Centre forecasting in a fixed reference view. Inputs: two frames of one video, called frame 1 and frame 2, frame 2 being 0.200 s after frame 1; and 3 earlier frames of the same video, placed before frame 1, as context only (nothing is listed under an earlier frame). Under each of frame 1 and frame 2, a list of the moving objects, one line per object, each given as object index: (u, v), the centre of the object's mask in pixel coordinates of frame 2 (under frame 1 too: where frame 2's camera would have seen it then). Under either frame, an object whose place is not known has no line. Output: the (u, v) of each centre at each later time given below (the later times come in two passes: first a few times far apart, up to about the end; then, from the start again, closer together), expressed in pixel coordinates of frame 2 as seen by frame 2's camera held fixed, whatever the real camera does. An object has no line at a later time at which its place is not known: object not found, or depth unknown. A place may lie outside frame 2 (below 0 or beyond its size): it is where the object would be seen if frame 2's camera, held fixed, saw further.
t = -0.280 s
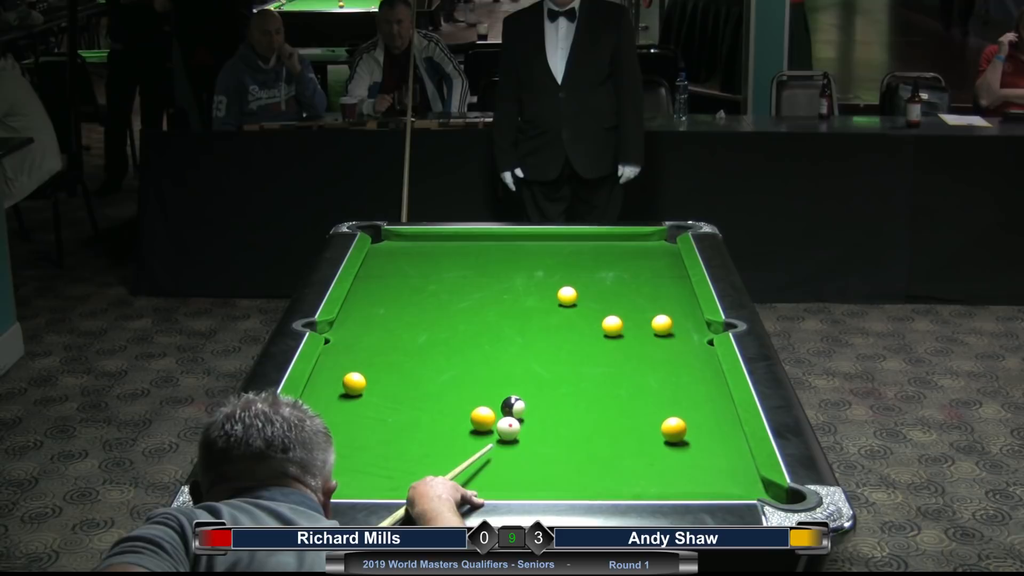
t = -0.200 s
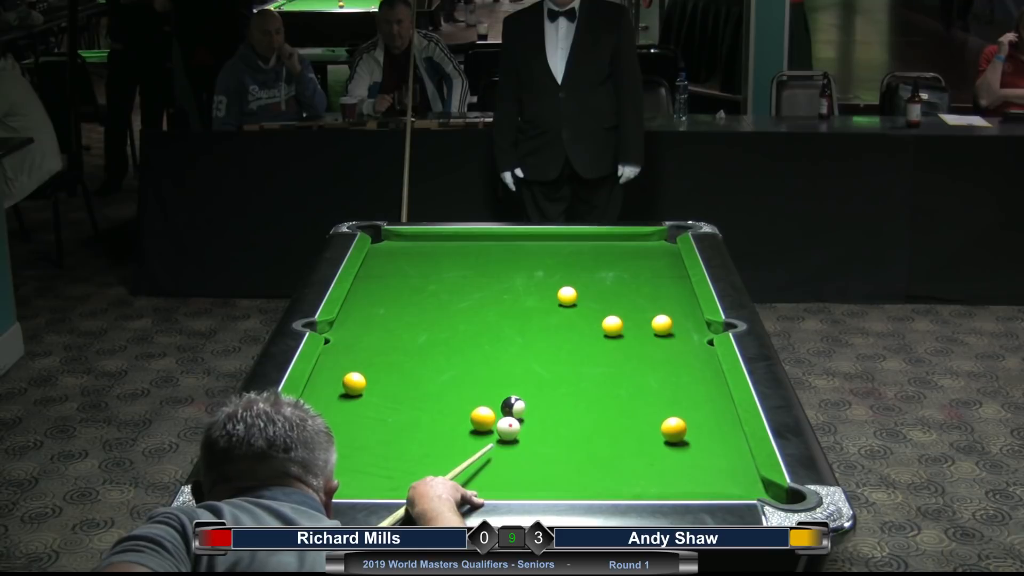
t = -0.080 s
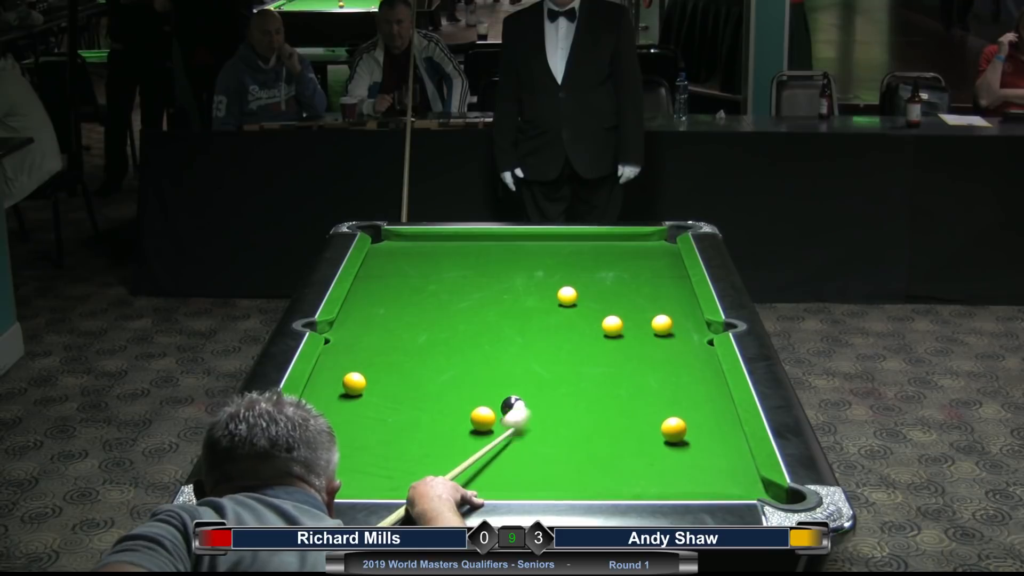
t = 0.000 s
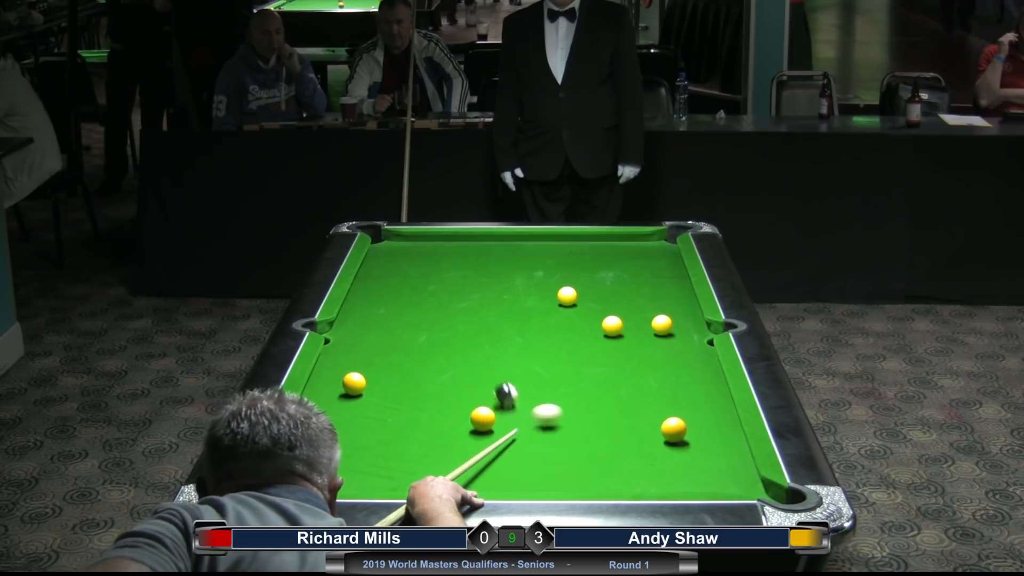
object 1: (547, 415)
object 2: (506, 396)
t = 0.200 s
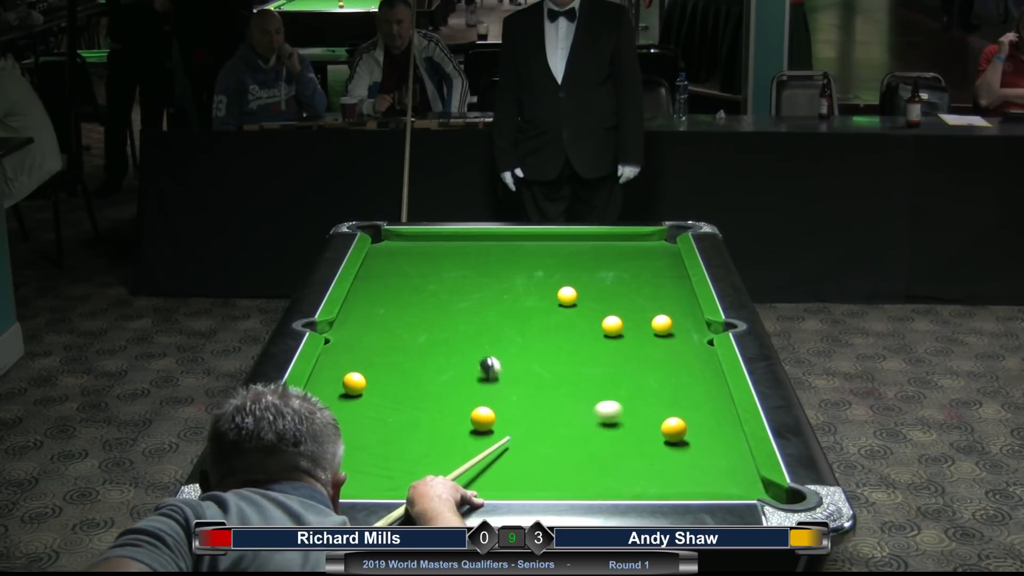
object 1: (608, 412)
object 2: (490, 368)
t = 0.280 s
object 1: (631, 410)
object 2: (482, 358)
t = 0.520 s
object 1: (698, 407)
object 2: (467, 333)
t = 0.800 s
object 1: (696, 409)
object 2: (451, 306)
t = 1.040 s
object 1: (661, 411)
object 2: (438, 287)
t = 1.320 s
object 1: (624, 414)
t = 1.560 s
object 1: (595, 416)
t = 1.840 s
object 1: (564, 419)
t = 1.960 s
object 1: (552, 418)
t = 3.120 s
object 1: (492, 430)
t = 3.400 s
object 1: (490, 431)
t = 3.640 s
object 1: (491, 431)
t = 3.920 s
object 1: (491, 431)
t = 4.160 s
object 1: (491, 431)
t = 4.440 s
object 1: (490, 431)
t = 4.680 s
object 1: (491, 431)
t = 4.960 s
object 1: (490, 431)
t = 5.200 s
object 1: (491, 431)
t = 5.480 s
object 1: (491, 431)
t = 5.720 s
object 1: (491, 431)
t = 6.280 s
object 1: (484, 428)
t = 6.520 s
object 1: (491, 431)
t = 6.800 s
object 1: (491, 431)
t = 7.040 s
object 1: (491, 431)
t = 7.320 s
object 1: (491, 431)
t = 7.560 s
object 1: (491, 431)
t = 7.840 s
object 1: (491, 431)
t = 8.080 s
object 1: (491, 431)
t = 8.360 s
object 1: (491, 431)
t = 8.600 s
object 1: (491, 431)
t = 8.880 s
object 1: (491, 431)
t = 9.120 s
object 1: (491, 431)
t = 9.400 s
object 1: (491, 431)
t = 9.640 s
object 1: (491, 431)
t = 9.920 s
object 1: (490, 431)
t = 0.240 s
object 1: (620, 411)
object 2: (486, 364)
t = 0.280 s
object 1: (631, 410)
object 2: (482, 358)
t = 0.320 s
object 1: (643, 410)
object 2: (480, 354)
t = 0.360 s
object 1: (654, 409)
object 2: (478, 349)
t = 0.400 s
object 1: (665, 408)
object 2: (476, 345)
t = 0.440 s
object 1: (677, 408)
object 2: (472, 341)
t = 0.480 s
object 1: (687, 408)
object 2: (469, 336)
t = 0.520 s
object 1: (698, 407)
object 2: (467, 333)
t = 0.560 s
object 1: (709, 407)
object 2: (465, 329)
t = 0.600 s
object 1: (720, 406)
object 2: (463, 324)
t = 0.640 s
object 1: (721, 407)
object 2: (460, 321)
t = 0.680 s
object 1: (714, 407)
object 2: (457, 316)
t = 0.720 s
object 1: (708, 408)
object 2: (454, 313)
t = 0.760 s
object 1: (702, 408)
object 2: (453, 310)
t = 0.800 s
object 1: (696, 409)
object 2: (451, 306)
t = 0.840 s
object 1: (690, 409)
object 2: (449, 303)
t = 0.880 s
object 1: (685, 409)
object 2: (446, 299)
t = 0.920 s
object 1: (679, 409)
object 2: (444, 296)
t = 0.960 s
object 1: (673, 408)
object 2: (442, 293)
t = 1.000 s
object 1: (667, 409)
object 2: (440, 290)
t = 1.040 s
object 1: (661, 411)
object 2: (438, 287)
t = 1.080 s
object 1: (656, 412)
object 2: (436, 284)
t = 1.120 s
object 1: (650, 413)
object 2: (434, 281)
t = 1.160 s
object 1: (645, 413)
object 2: (432, 278)
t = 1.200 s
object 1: (640, 413)
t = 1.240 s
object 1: (635, 414)
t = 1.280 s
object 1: (630, 415)
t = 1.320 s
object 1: (624, 414)
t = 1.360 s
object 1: (619, 415)
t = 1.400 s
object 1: (615, 415)
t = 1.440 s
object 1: (609, 416)
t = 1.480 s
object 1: (605, 416)
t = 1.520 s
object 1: (600, 416)
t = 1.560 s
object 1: (595, 416)
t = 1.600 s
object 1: (591, 417)
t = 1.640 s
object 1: (586, 417)
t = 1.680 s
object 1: (581, 418)
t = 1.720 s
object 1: (577, 418)
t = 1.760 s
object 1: (573, 419)
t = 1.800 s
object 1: (568, 419)
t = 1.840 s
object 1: (564, 419)
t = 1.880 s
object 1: (560, 419)
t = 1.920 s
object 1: (555, 420)
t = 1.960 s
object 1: (552, 418)
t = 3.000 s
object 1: (494, 428)
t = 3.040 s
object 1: (493, 430)
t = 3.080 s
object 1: (492, 430)
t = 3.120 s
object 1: (492, 430)
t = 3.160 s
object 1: (491, 430)
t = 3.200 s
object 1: (491, 431)
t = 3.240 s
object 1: (491, 431)
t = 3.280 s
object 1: (491, 431)
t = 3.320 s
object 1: (491, 431)
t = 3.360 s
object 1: (490, 431)
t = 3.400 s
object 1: (490, 431)
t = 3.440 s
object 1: (490, 431)
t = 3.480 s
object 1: (490, 431)
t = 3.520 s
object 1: (490, 431)
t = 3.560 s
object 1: (490, 431)
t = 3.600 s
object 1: (490, 431)
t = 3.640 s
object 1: (491, 431)
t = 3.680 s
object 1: (491, 431)
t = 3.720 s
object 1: (491, 431)
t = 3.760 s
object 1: (491, 431)
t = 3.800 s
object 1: (491, 431)
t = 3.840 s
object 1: (490, 431)
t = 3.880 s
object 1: (490, 431)
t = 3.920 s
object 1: (491, 431)
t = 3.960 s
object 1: (491, 431)
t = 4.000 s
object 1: (491, 431)
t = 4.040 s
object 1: (490, 431)
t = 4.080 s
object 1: (491, 431)
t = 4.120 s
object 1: (491, 431)
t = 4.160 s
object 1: (491, 431)
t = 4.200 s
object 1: (490, 431)
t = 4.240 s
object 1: (491, 431)
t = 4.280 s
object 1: (491, 431)
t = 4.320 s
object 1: (491, 431)
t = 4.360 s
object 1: (490, 431)
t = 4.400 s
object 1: (491, 431)
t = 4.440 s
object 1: (490, 431)
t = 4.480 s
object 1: (490, 431)
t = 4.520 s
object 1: (491, 431)
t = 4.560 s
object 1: (490, 431)
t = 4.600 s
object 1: (491, 431)
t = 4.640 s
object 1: (490, 431)
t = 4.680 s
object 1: (491, 431)
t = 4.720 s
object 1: (491, 431)
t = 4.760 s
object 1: (491, 431)
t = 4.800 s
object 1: (490, 431)
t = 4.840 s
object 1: (490, 431)
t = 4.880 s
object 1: (491, 431)
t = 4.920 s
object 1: (490, 431)
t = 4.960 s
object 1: (490, 431)
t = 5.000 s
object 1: (490, 431)
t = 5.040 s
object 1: (491, 431)
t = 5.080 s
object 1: (490, 431)
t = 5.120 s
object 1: (491, 431)
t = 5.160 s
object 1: (491, 431)
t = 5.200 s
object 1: (491, 431)
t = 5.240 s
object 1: (490, 431)
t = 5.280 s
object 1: (491, 431)
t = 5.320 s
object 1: (491, 431)
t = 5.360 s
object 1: (491, 431)
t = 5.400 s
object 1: (490, 431)
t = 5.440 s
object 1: (491, 431)
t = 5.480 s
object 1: (491, 431)
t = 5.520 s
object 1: (491, 431)
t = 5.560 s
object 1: (491, 431)
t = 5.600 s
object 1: (490, 431)
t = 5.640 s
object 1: (491, 431)
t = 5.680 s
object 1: (491, 431)
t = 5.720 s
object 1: (491, 431)
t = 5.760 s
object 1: (494, 427)
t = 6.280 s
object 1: (484, 428)
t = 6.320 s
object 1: (491, 431)
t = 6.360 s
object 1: (491, 431)
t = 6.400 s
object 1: (491, 431)
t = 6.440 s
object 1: (491, 431)
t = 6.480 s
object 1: (491, 431)
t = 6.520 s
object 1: (491, 431)
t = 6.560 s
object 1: (491, 431)
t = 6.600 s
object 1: (491, 431)
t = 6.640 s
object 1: (491, 431)
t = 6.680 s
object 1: (491, 431)
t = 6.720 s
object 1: (491, 431)
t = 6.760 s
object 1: (491, 431)
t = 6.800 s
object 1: (491, 431)
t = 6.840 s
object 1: (491, 431)
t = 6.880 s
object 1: (491, 431)
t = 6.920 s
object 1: (491, 431)
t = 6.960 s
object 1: (491, 431)
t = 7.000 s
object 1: (491, 431)
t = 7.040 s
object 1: (491, 431)
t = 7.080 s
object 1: (491, 431)
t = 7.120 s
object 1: (491, 431)
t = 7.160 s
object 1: (491, 431)
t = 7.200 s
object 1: (491, 431)
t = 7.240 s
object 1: (491, 431)
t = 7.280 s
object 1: (491, 431)
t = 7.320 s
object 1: (491, 431)
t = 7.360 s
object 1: (491, 431)
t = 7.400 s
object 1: (491, 431)
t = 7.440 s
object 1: (491, 431)
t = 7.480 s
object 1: (491, 431)
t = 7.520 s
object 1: (491, 431)
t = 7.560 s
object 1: (491, 431)
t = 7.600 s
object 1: (491, 431)
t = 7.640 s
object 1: (491, 431)
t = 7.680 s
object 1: (491, 431)
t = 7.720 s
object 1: (491, 431)
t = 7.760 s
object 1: (491, 431)
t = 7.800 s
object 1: (491, 431)
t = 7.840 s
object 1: (491, 431)
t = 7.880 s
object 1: (491, 431)
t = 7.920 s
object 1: (491, 431)
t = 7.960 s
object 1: (491, 431)
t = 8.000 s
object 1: (491, 431)
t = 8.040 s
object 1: (491, 431)
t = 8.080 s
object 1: (491, 431)
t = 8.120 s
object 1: (491, 431)
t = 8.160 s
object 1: (491, 431)
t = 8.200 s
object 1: (491, 431)
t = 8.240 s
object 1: (491, 431)
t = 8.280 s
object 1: (491, 431)
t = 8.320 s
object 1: (491, 431)
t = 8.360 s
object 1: (491, 431)
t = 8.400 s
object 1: (491, 431)
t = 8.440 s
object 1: (491, 431)
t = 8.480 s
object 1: (491, 431)
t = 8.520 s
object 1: (491, 431)
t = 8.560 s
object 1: (491, 431)
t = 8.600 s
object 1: (491, 431)
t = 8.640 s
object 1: (491, 431)
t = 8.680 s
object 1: (491, 431)
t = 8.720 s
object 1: (491, 431)
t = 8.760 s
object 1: (491, 431)
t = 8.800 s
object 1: (491, 431)
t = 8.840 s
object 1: (491, 431)
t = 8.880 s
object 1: (491, 431)
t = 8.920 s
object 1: (491, 431)
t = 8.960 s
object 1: (491, 431)
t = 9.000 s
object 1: (491, 431)
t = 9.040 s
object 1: (491, 431)
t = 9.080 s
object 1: (491, 431)
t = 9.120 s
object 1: (491, 431)
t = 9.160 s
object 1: (491, 431)
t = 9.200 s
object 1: (491, 431)
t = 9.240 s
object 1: (491, 431)
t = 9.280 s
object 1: (491, 431)
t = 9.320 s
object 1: (491, 431)
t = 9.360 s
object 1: (491, 431)
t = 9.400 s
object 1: (491, 431)
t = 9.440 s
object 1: (491, 431)
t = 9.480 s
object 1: (491, 431)
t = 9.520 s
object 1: (491, 431)
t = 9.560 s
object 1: (491, 431)
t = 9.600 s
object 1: (491, 431)
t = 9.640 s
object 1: (491, 431)
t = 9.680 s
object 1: (491, 431)
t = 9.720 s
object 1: (491, 431)
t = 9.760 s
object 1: (491, 431)
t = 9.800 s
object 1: (491, 431)
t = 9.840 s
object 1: (491, 431)
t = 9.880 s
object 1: (491, 431)
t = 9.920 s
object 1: (490, 431)
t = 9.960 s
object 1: (490, 431)
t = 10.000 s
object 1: (491, 431)
